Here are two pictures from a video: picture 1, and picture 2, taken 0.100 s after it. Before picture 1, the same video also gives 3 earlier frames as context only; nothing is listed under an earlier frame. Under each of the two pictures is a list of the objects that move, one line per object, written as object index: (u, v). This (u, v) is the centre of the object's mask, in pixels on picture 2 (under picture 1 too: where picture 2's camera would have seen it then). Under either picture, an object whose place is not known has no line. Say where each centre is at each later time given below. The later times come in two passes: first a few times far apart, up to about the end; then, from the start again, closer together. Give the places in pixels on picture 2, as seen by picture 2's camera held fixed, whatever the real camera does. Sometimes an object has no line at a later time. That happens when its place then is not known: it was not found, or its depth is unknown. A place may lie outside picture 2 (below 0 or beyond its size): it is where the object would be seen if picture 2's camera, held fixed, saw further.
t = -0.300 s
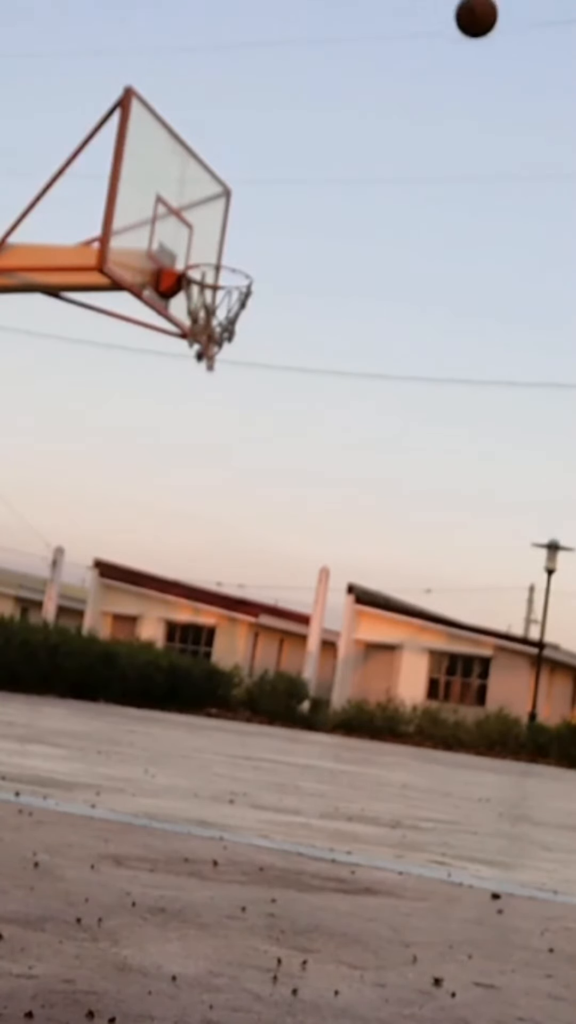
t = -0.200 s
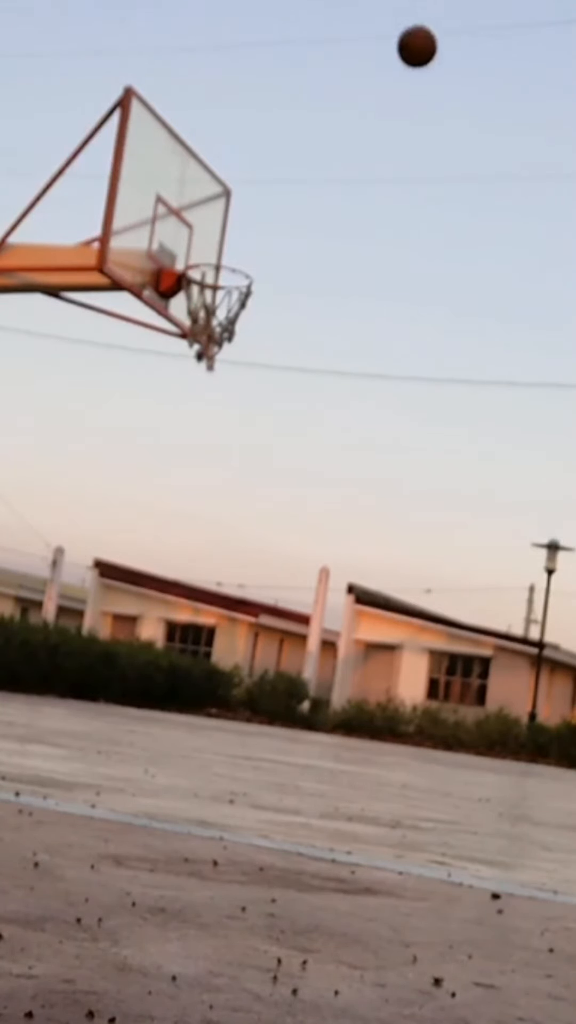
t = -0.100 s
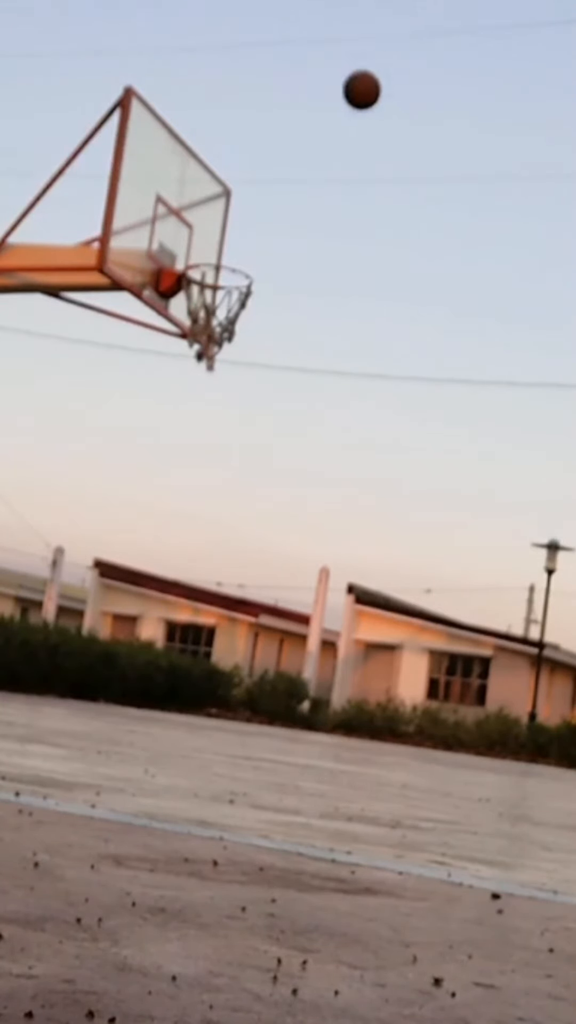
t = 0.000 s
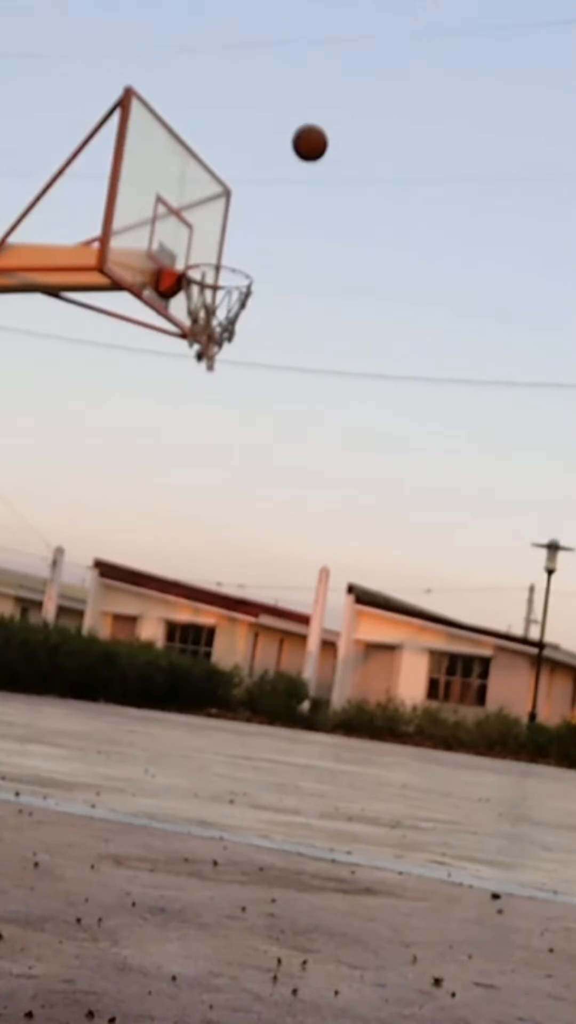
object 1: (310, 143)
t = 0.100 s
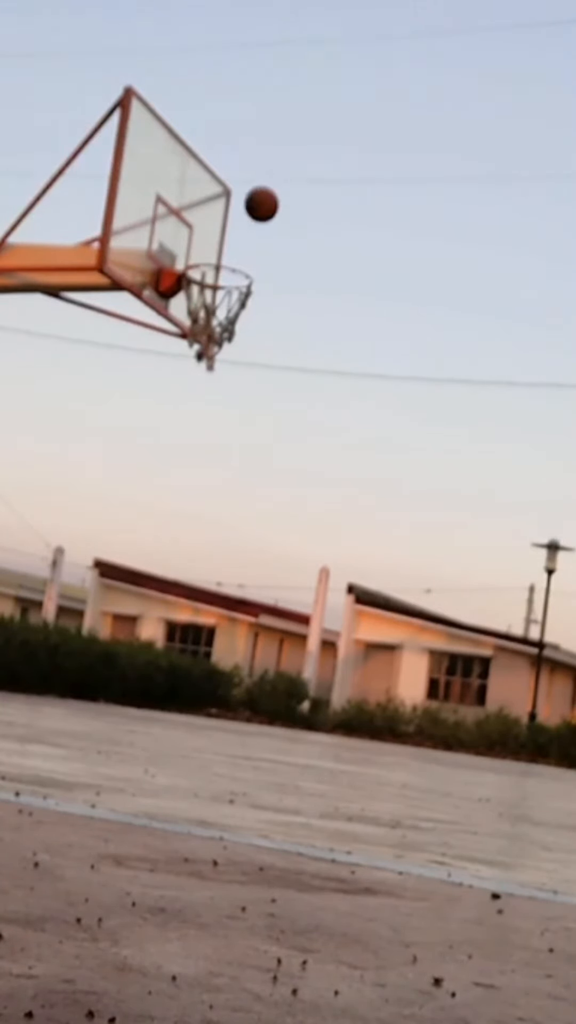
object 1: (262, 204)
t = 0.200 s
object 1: (216, 274)
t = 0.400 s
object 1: (203, 365)
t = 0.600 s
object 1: (194, 486)
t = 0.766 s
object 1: (180, 631)
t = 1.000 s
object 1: (214, 598)
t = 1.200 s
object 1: (259, 504)
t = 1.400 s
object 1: (298, 468)
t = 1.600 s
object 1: (330, 492)
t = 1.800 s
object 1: (354, 579)
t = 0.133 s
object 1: (246, 226)
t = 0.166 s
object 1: (231, 249)
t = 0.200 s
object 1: (216, 274)
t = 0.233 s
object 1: (204, 297)
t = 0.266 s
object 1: (202, 316)
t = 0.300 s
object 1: (202, 327)
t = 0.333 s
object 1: (202, 338)
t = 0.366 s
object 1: (203, 352)
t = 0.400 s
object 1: (203, 365)
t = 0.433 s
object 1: (202, 382)
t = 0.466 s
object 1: (201, 400)
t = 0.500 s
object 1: (200, 420)
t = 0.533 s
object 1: (198, 441)
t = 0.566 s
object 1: (196, 463)
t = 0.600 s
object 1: (194, 486)
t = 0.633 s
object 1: (193, 511)
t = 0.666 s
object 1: (190, 539)
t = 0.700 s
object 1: (187, 569)
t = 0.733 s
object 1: (184, 599)
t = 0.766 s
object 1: (180, 631)
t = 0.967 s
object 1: (206, 617)
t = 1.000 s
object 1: (214, 598)
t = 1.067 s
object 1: (229, 561)
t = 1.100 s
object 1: (237, 544)
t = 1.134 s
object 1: (244, 529)
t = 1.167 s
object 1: (252, 516)
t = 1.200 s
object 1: (259, 504)
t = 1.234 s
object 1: (266, 494)
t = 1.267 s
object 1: (273, 485)
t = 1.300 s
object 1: (280, 479)
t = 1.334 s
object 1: (286, 473)
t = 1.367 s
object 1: (292, 470)
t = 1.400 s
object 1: (298, 468)
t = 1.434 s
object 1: (304, 468)
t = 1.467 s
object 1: (310, 469)
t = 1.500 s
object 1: (316, 472)
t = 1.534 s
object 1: (321, 477)
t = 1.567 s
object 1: (326, 484)
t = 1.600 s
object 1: (330, 492)
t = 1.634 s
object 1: (335, 502)
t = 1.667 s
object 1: (339, 514)
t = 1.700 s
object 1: (343, 527)
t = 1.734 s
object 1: (347, 542)
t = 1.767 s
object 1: (351, 560)
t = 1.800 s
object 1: (354, 579)
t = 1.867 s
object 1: (361, 623)
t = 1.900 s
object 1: (364, 647)
